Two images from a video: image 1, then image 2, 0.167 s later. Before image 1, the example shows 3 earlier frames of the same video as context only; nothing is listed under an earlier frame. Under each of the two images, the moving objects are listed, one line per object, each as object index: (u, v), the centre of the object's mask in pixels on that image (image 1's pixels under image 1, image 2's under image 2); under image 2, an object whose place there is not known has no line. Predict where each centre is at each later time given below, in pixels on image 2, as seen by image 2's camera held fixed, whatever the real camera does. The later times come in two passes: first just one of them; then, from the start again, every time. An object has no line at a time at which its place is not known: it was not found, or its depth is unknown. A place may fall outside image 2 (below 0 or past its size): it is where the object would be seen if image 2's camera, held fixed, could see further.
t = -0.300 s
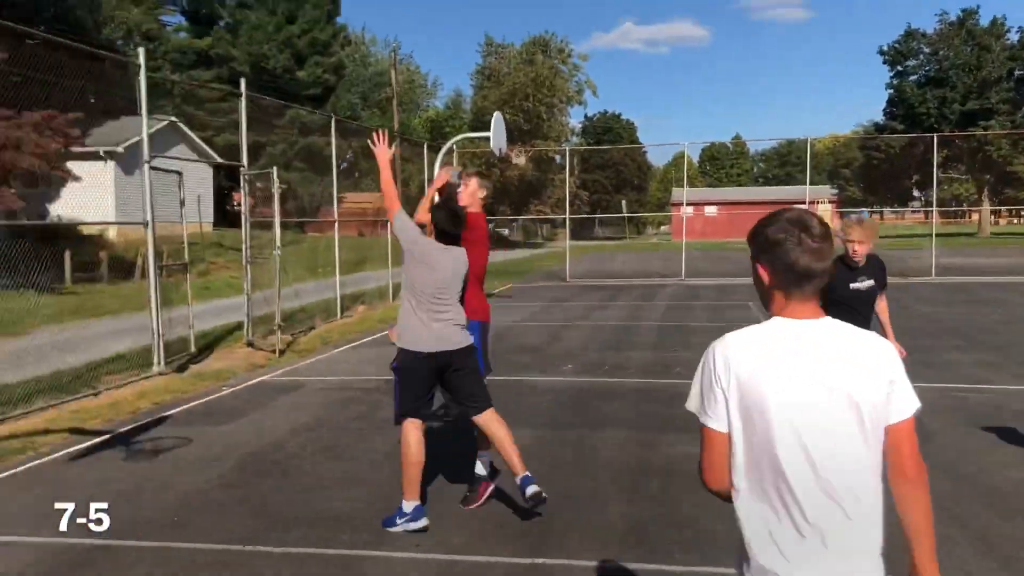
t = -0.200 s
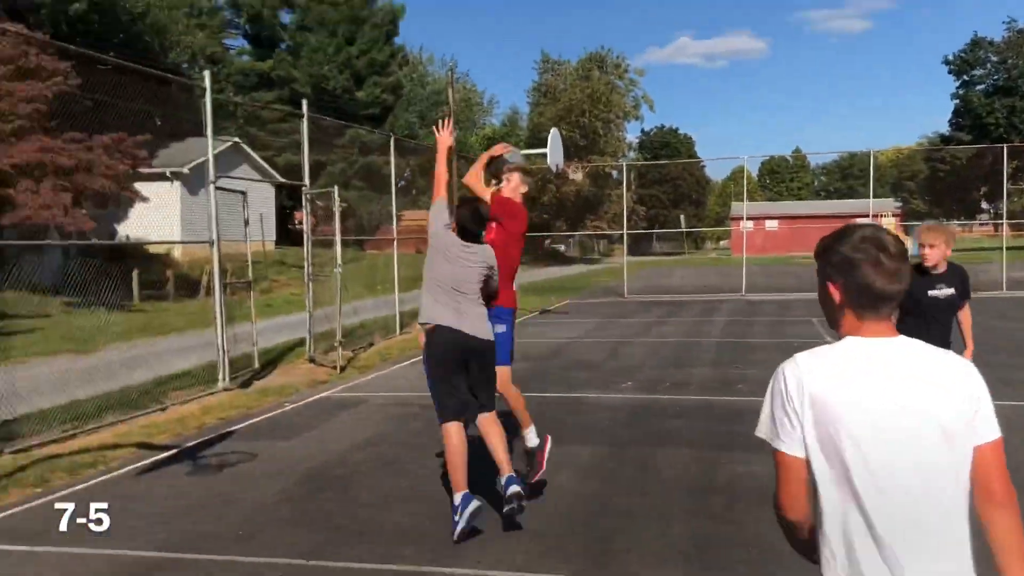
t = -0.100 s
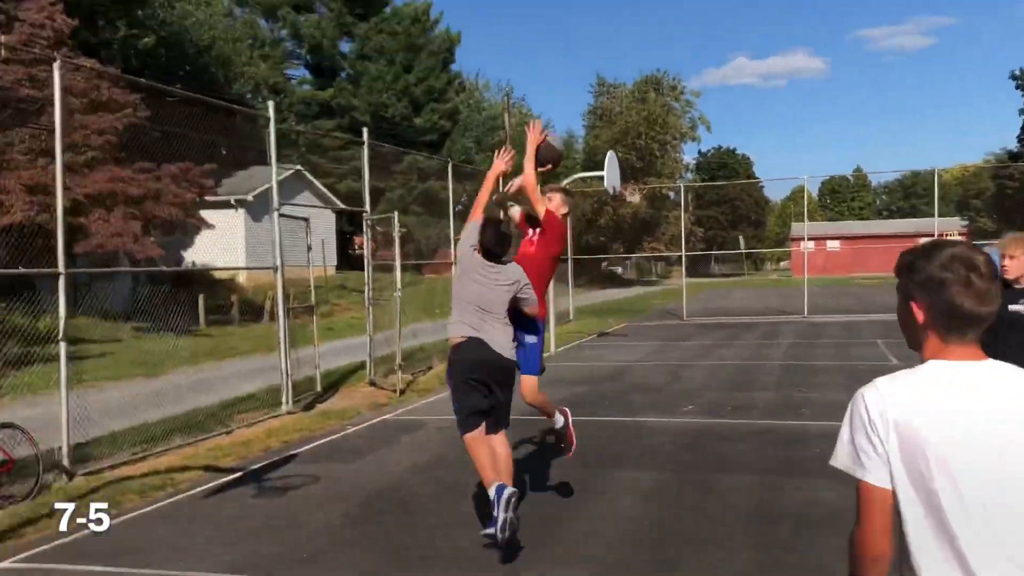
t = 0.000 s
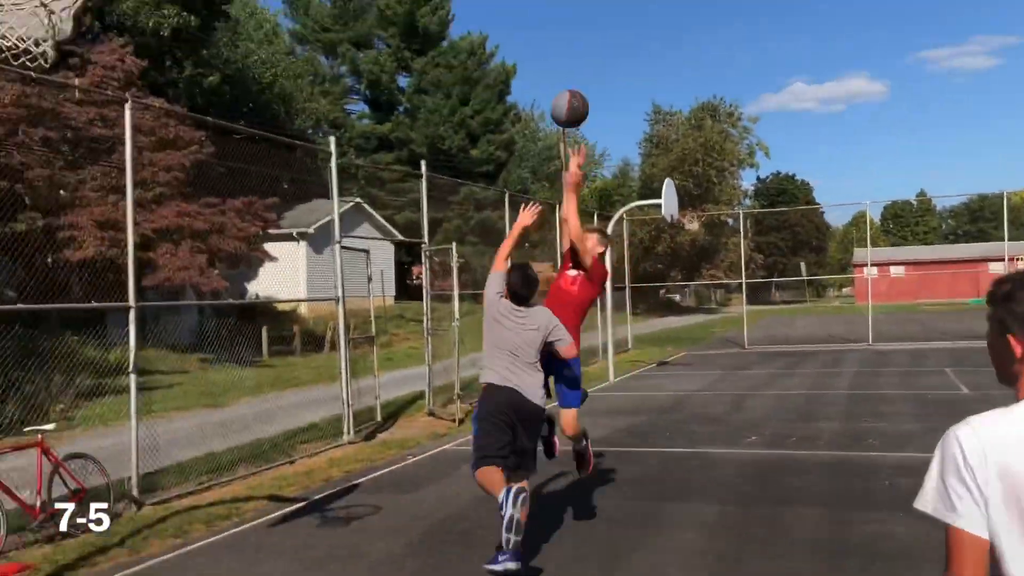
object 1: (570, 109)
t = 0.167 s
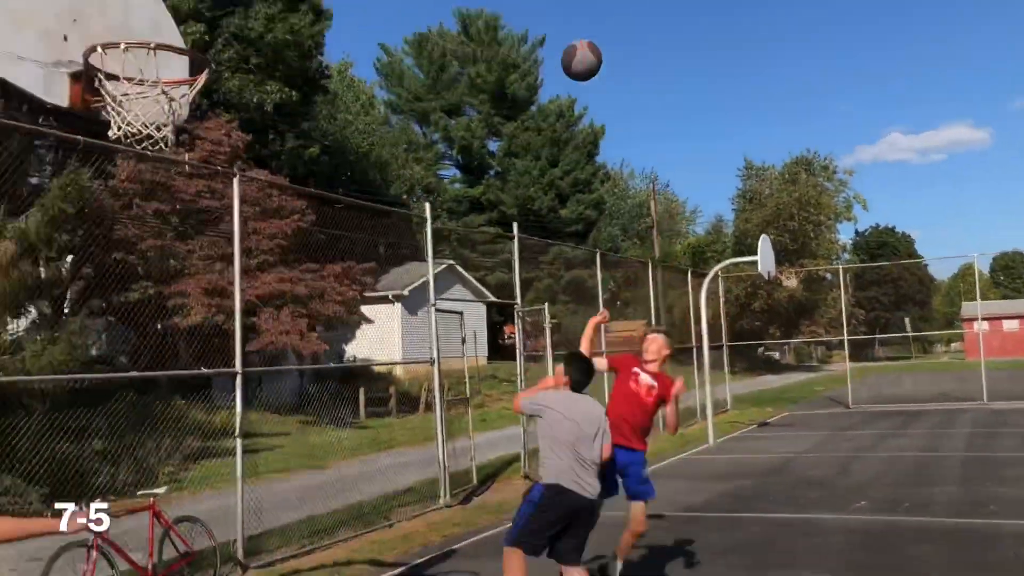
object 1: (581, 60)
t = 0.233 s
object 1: (548, 26)
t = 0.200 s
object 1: (565, 43)
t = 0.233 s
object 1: (548, 26)
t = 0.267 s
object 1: (530, 11)
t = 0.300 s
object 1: (512, -2)
